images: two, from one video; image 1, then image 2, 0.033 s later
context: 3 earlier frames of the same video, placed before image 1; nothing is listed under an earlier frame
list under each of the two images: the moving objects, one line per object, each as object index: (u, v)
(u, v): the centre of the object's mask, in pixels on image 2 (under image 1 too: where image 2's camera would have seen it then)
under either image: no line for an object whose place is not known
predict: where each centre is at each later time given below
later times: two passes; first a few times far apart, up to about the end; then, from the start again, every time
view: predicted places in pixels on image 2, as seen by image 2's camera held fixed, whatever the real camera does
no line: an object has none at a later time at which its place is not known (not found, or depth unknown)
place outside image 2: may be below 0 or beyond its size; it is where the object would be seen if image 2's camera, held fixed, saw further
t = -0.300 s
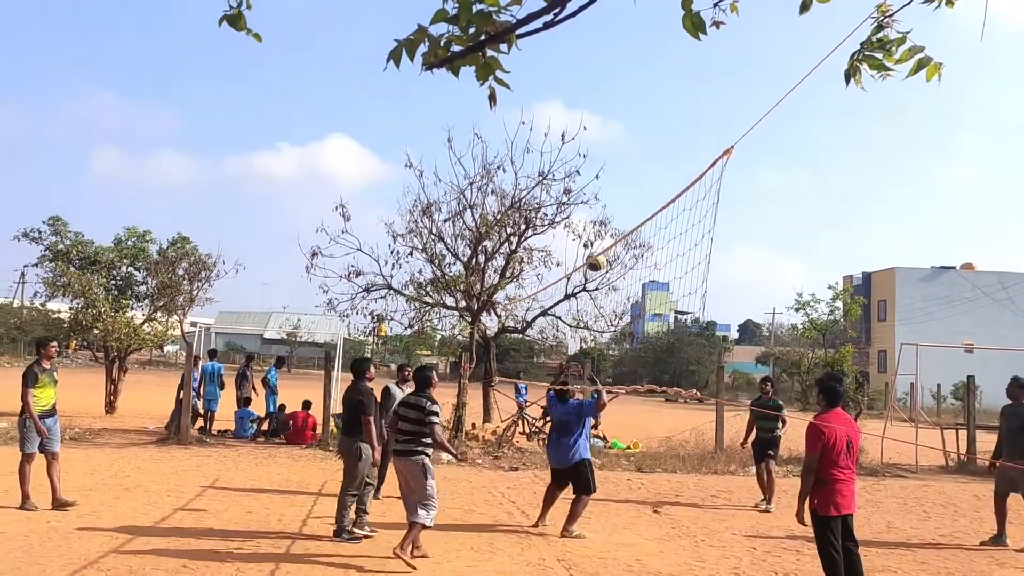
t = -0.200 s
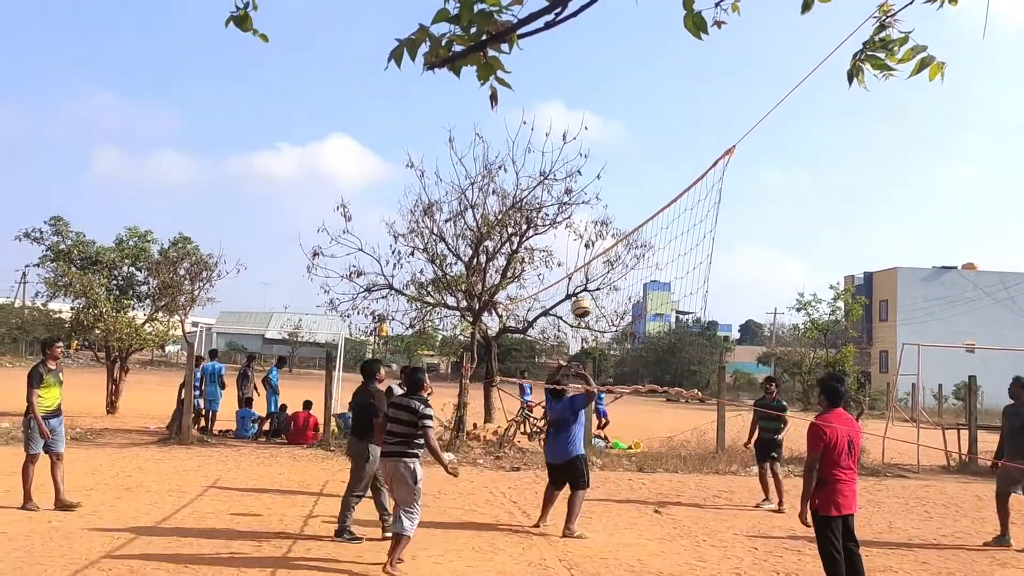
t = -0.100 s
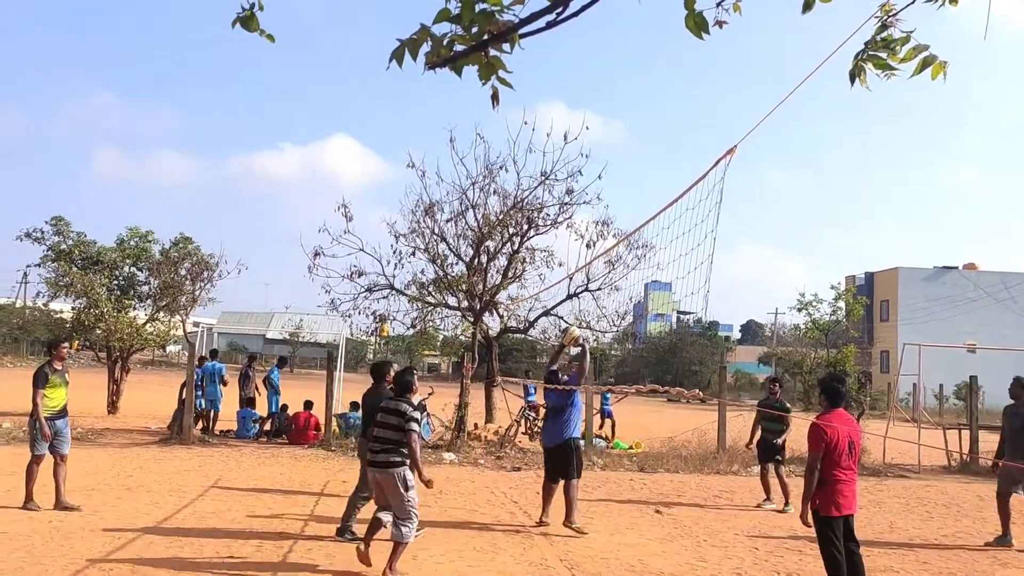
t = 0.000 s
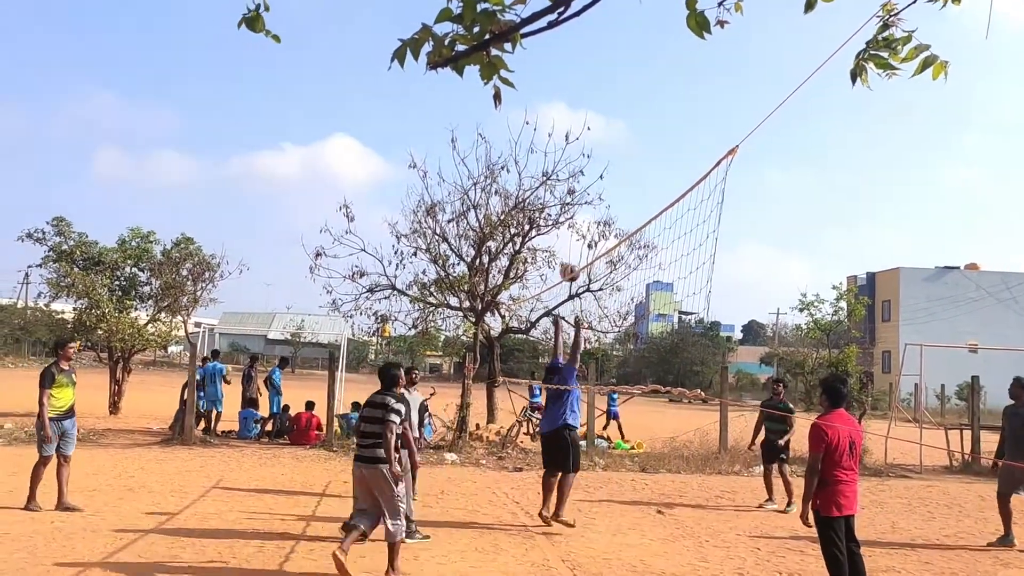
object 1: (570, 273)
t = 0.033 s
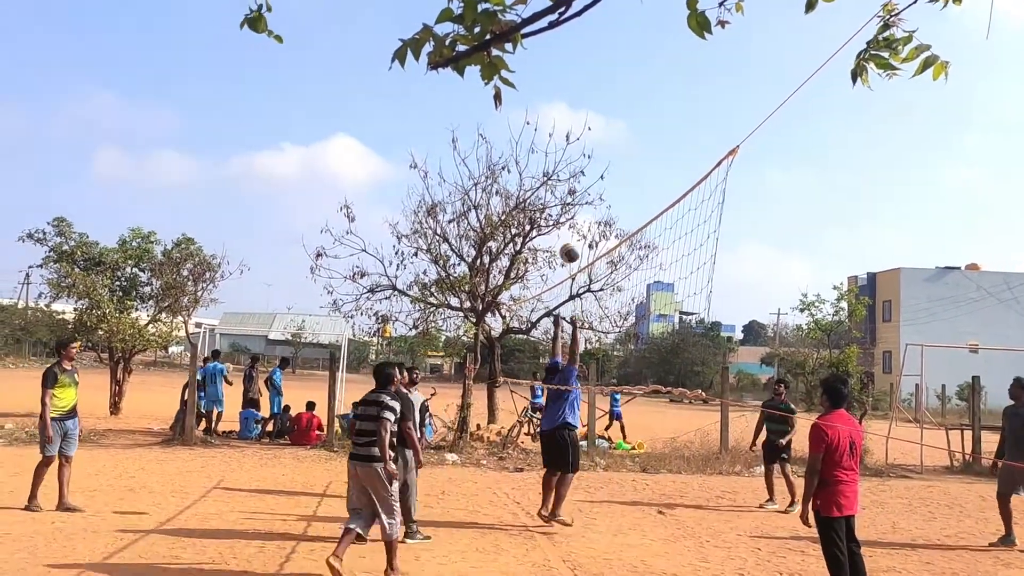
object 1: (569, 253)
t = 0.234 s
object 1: (563, 160)
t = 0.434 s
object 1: (558, 102)
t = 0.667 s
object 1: (552, 83)
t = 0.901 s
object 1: (541, 117)
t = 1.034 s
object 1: (534, 160)
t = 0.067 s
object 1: (568, 234)
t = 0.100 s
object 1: (567, 218)
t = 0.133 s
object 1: (566, 201)
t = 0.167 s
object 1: (565, 186)
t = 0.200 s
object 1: (563, 172)
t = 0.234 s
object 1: (563, 160)
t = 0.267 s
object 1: (563, 146)
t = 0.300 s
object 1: (561, 136)
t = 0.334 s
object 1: (560, 125)
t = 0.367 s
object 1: (559, 116)
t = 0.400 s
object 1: (558, 109)
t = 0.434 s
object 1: (558, 102)
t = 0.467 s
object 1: (558, 96)
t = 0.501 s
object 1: (557, 91)
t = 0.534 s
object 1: (556, 87)
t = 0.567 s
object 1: (556, 84)
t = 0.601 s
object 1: (554, 83)
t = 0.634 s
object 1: (554, 83)
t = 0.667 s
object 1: (552, 83)
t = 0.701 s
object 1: (551, 85)
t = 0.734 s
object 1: (550, 87)
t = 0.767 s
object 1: (549, 91)
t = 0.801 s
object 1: (547, 95)
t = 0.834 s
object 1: (545, 101)
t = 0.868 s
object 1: (543, 108)
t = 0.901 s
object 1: (541, 117)
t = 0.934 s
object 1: (540, 126)
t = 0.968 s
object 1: (538, 136)
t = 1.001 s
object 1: (536, 148)
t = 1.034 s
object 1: (534, 160)
